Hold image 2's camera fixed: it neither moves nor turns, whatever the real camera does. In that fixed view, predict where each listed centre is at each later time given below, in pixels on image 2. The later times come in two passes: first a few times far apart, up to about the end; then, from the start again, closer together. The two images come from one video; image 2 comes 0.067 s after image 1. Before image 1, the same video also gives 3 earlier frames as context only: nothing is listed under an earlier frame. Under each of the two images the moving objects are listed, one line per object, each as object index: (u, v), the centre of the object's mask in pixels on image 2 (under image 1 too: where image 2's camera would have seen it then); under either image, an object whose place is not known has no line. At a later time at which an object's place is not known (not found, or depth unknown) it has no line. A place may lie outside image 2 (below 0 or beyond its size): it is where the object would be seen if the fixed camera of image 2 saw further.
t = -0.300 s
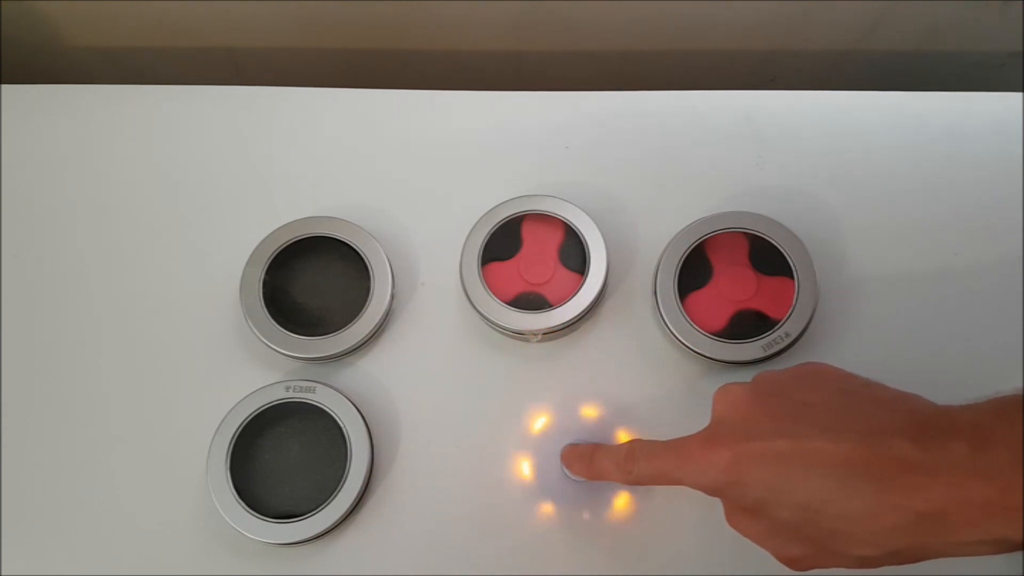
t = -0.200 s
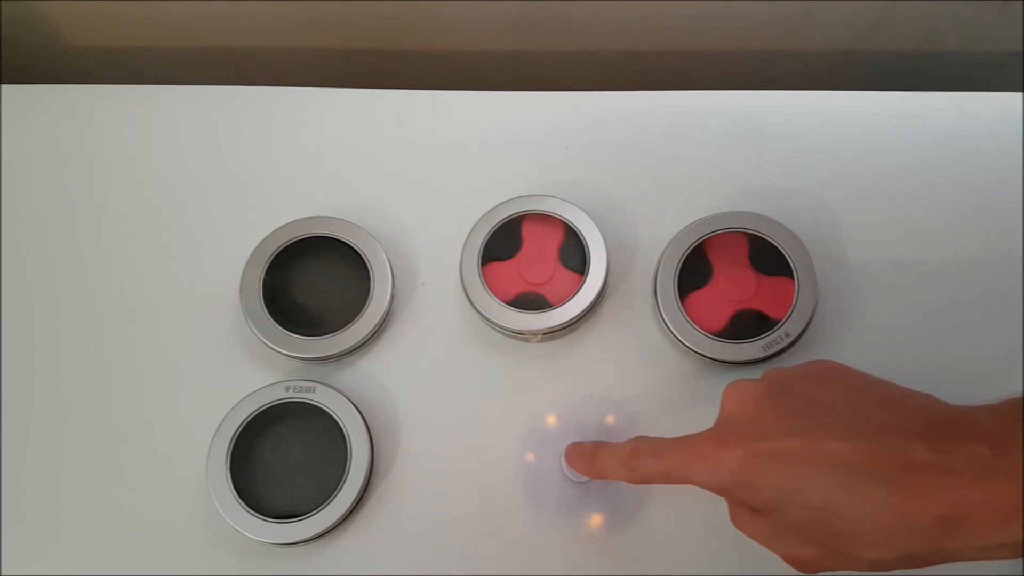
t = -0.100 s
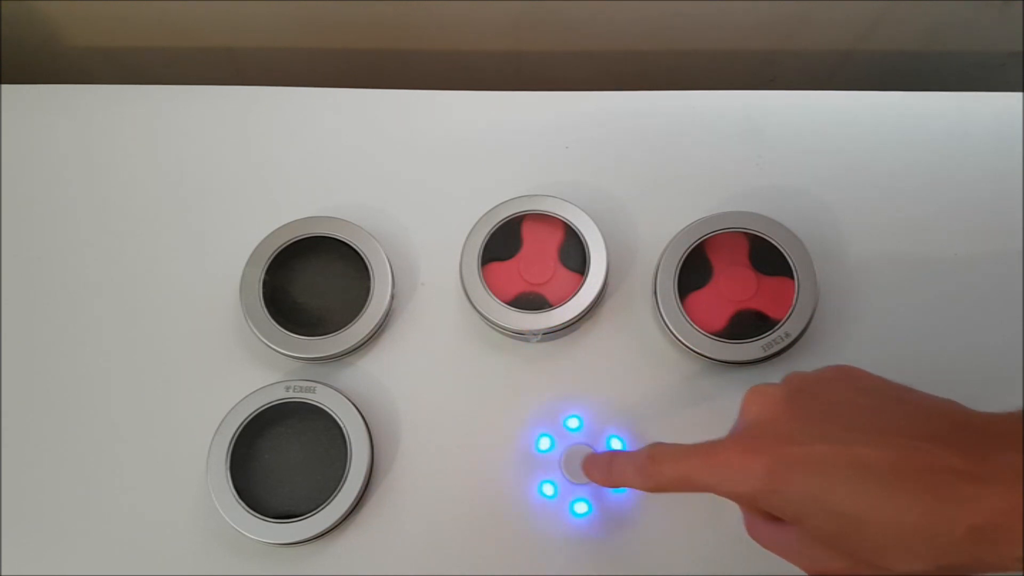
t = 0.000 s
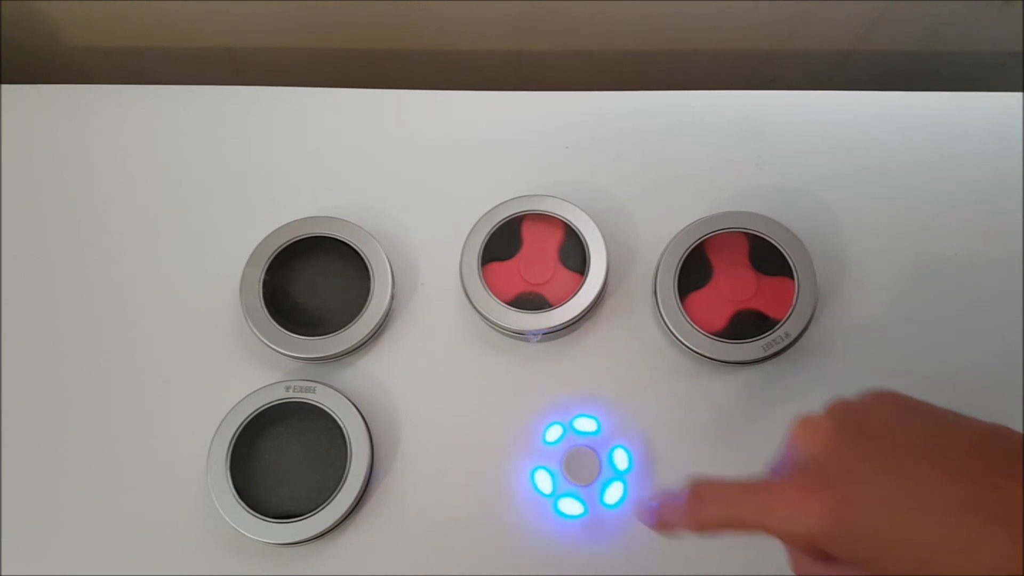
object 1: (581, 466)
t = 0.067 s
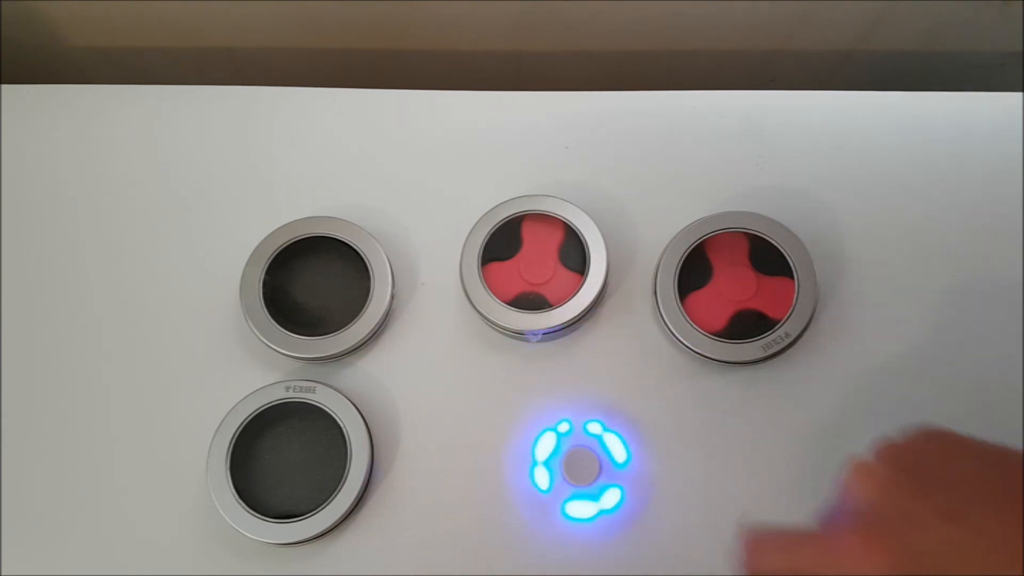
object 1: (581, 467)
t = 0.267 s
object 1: (581, 470)
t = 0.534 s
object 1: (587, 475)
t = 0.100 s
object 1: (581, 467)
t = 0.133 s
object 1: (581, 468)
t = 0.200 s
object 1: (581, 469)
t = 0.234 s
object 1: (581, 469)
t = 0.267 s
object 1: (581, 470)
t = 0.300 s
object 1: (581, 470)
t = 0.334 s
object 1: (581, 470)
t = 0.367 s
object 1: (581, 470)
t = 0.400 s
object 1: (588, 465)
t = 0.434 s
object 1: (587, 468)
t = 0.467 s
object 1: (584, 466)
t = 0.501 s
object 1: (585, 468)
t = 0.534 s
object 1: (587, 475)
